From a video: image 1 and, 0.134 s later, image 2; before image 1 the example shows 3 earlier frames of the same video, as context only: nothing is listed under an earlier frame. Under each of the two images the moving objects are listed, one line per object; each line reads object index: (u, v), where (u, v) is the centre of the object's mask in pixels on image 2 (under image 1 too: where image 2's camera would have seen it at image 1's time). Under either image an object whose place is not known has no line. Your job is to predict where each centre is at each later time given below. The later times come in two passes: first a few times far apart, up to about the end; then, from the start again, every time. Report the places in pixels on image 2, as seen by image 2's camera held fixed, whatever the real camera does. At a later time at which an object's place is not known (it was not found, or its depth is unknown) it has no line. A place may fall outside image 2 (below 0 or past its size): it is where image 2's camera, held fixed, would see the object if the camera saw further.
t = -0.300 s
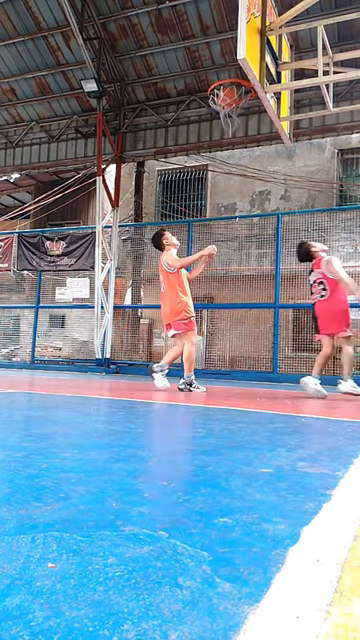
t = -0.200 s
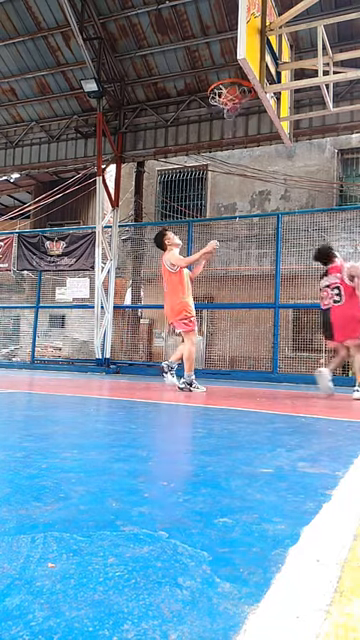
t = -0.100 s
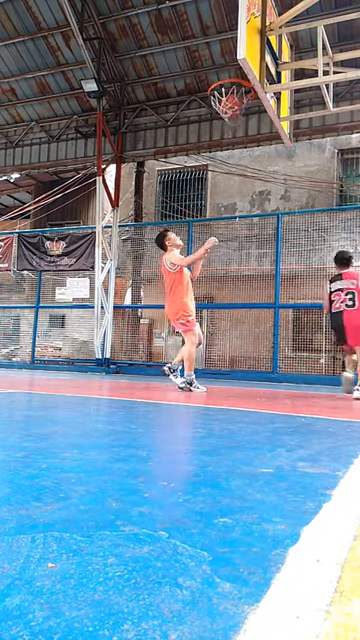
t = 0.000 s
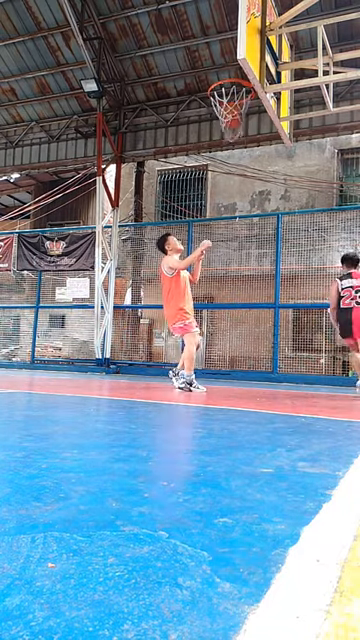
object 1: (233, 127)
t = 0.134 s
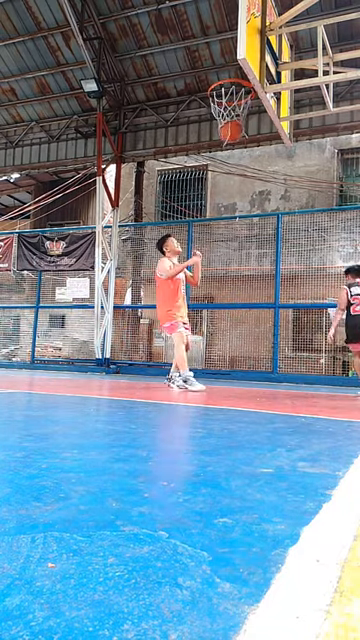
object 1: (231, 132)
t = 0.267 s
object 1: (230, 133)
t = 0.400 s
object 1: (228, 147)
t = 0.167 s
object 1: (230, 132)
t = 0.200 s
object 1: (230, 132)
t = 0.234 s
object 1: (230, 133)
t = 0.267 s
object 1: (230, 133)
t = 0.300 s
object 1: (229, 135)
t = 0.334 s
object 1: (228, 137)
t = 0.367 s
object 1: (228, 143)
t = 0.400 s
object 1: (228, 147)
